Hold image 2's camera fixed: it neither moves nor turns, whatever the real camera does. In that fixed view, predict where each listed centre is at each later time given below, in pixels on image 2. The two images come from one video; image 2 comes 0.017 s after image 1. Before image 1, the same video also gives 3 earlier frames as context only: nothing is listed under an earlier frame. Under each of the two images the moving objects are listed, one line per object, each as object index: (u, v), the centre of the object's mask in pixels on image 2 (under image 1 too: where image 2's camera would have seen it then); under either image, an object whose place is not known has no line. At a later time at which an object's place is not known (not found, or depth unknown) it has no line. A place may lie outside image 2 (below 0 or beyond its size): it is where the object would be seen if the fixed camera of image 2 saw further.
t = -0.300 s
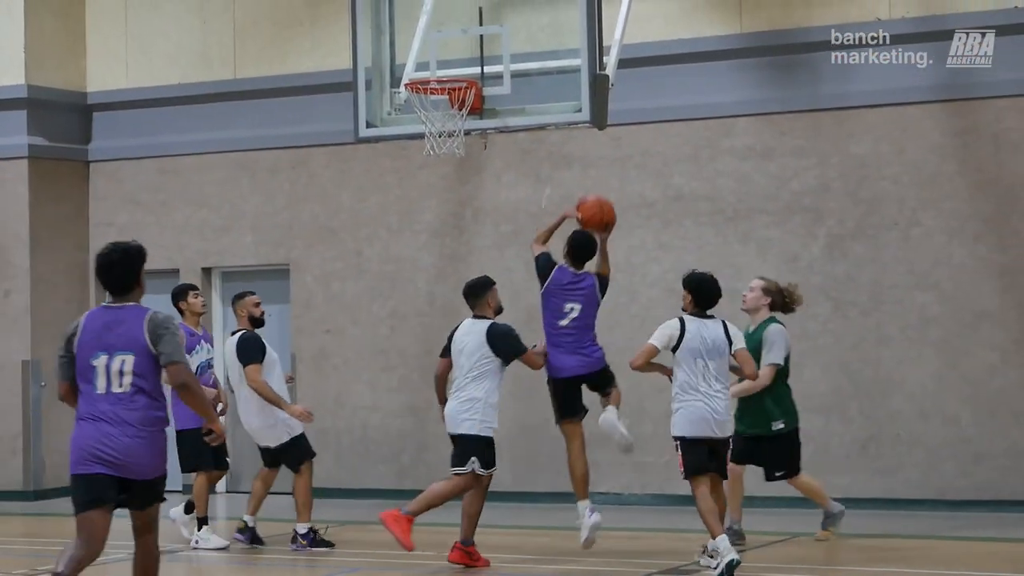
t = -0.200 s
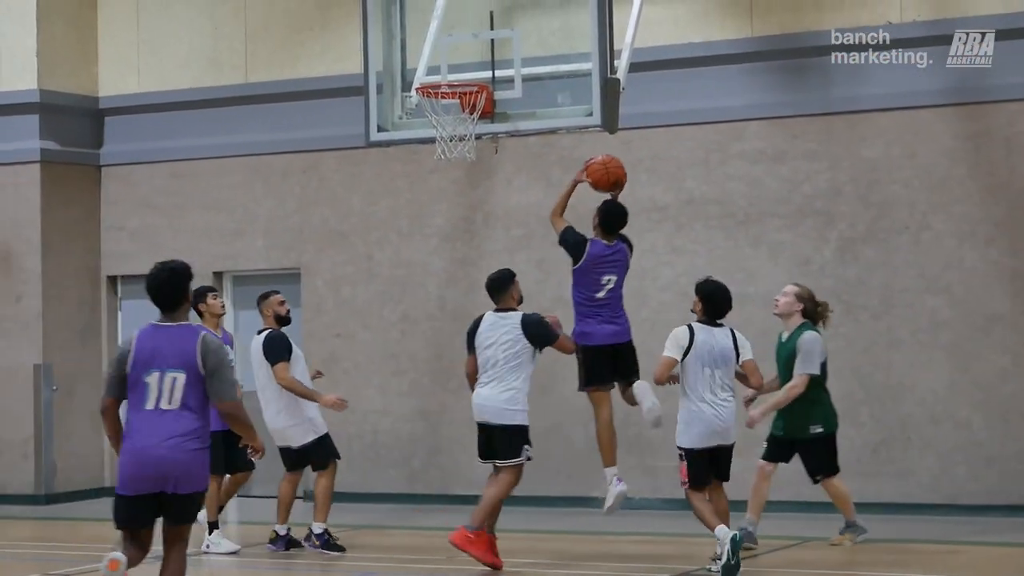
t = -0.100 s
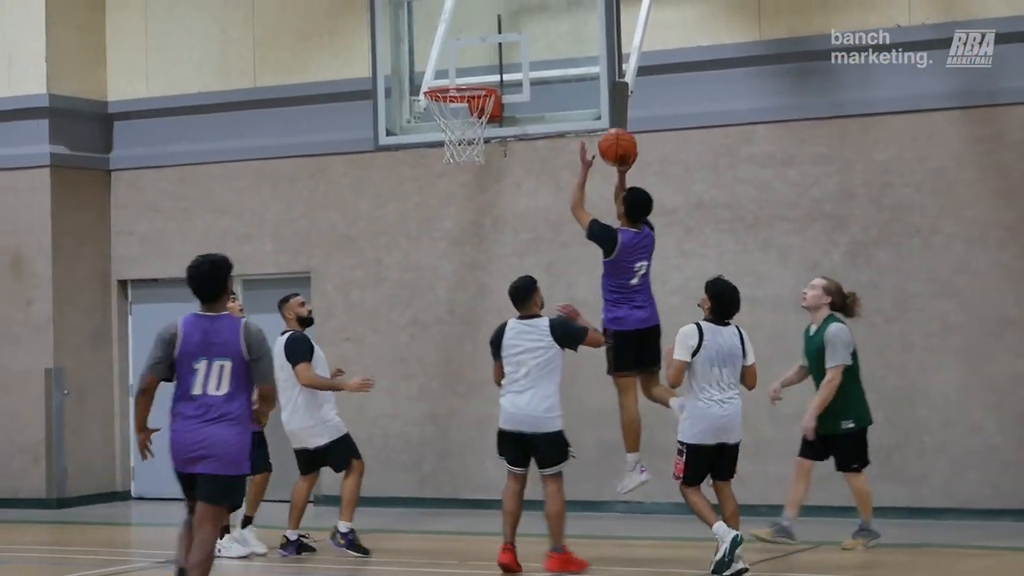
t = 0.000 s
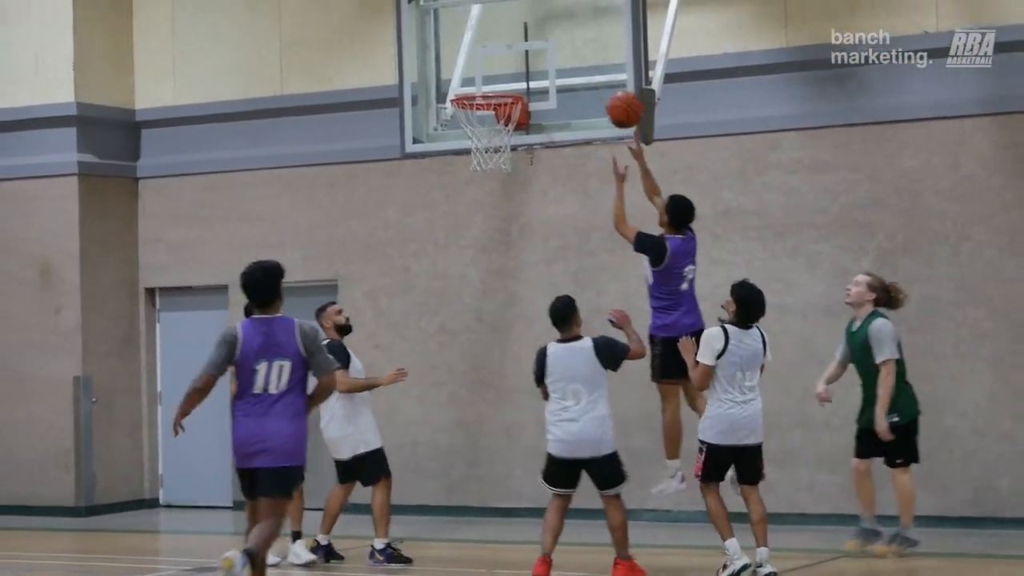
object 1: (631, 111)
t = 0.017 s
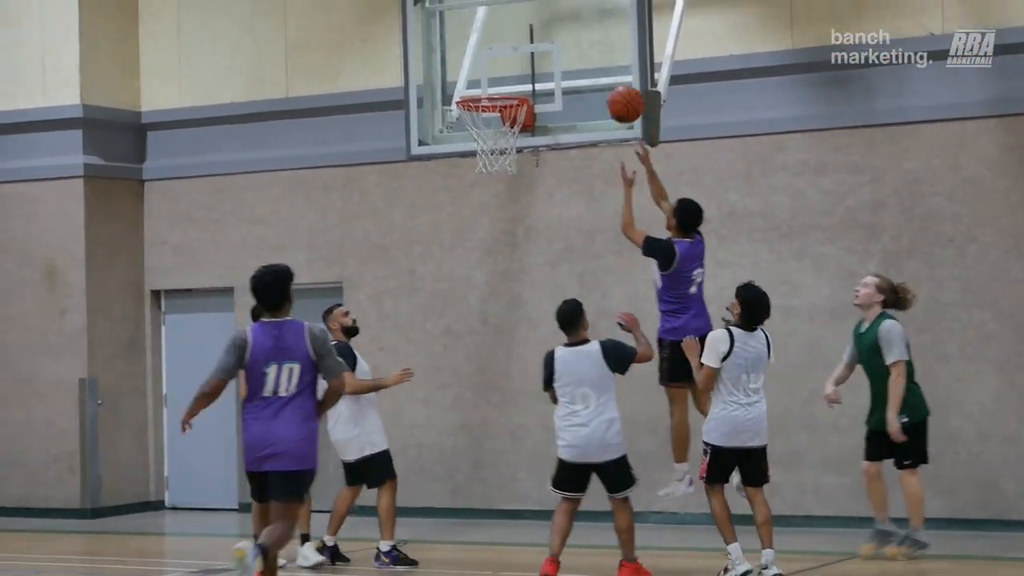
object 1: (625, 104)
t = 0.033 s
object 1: (620, 98)
